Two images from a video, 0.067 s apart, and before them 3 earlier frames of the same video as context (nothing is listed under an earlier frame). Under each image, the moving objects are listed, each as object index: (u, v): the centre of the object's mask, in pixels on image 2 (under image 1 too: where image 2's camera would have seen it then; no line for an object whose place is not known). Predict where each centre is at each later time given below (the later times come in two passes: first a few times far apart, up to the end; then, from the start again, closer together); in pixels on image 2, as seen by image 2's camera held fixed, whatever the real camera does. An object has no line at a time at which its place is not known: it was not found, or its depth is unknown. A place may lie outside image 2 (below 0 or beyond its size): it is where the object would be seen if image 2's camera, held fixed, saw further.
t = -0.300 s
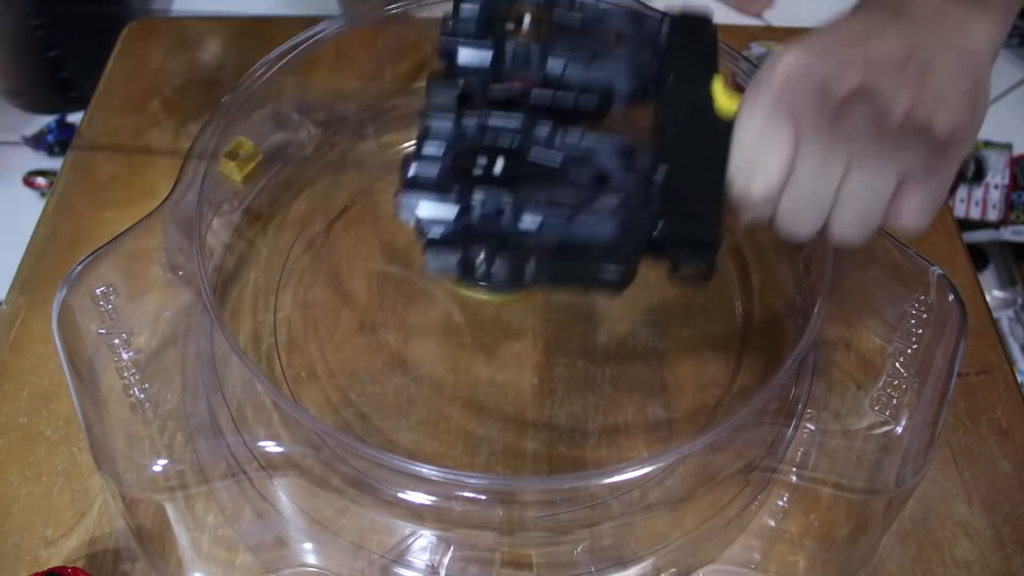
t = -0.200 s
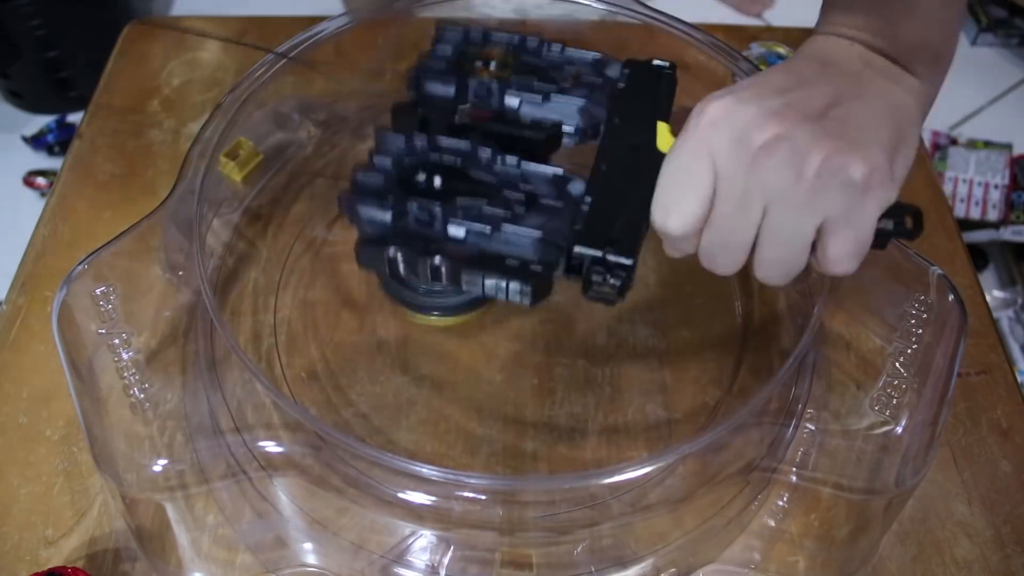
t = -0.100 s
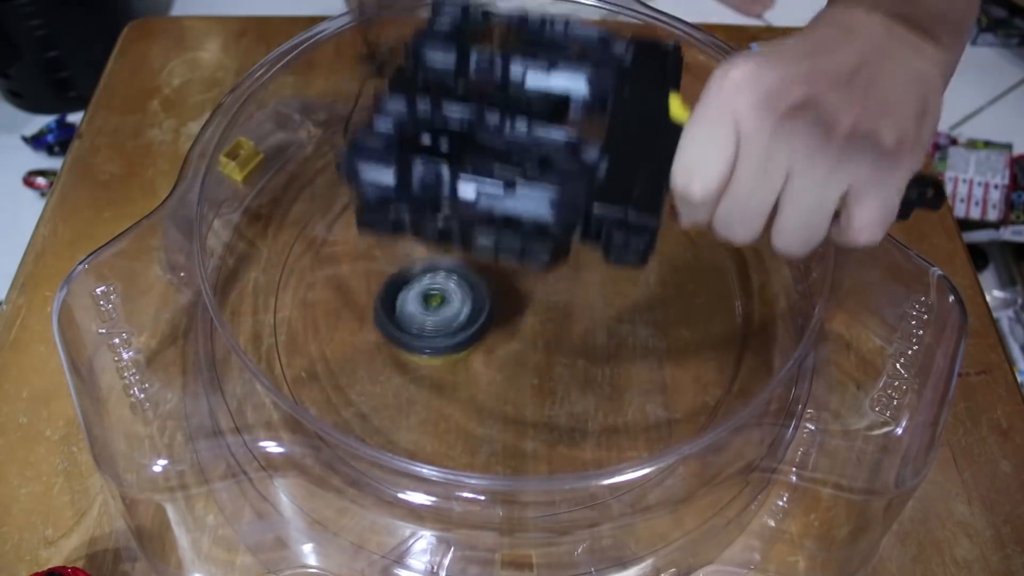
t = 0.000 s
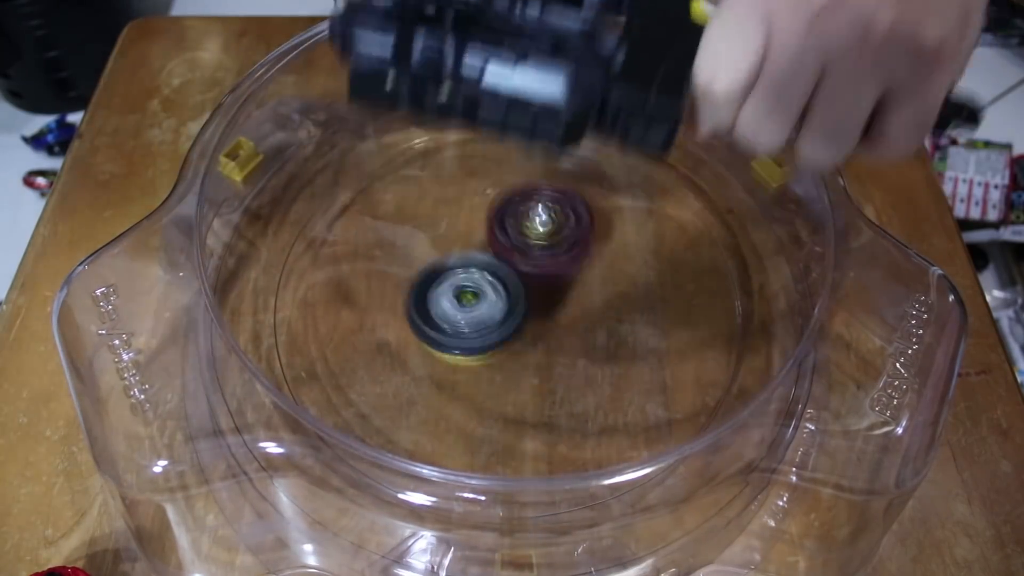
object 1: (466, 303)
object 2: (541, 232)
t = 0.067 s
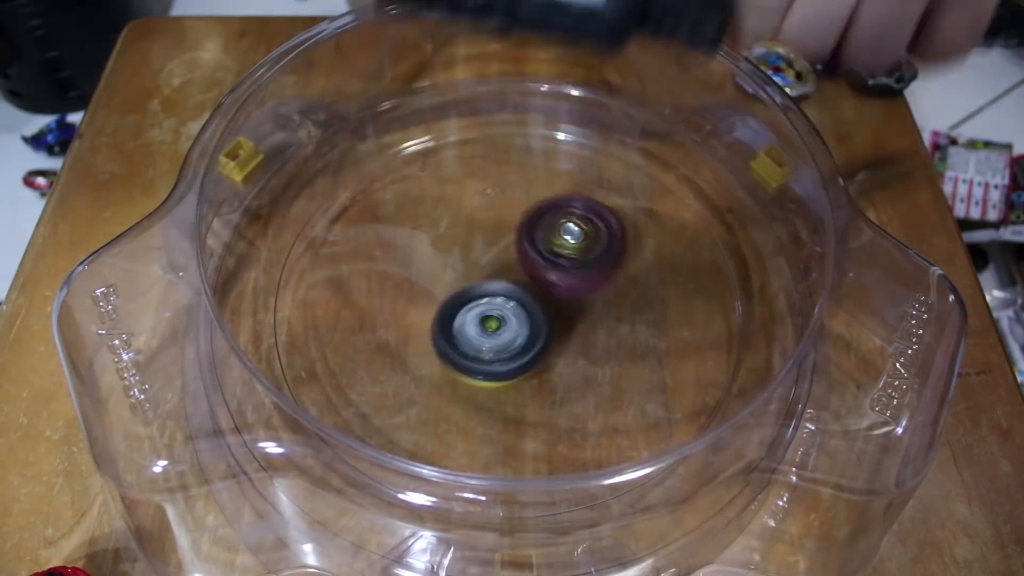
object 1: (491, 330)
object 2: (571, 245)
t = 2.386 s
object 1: (345, 187)
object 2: (566, 325)
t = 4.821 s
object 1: (597, 276)
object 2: (319, 189)
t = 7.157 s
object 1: (507, 257)
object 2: (567, 356)
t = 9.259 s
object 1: (499, 238)
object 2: (552, 326)
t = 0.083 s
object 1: (496, 327)
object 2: (579, 253)
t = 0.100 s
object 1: (502, 327)
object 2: (587, 264)
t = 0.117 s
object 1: (507, 331)
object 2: (593, 270)
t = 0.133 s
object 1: (512, 336)
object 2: (598, 270)
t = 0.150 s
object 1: (517, 337)
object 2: (604, 272)
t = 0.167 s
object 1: (506, 342)
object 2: (628, 269)
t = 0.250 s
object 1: (430, 377)
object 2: (737, 238)
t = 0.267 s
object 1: (420, 381)
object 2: (747, 235)
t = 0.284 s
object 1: (411, 387)
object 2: (756, 236)
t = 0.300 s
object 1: (405, 392)
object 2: (763, 241)
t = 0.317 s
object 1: (400, 398)
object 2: (769, 243)
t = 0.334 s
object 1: (398, 401)
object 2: (769, 245)
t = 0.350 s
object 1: (398, 406)
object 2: (768, 250)
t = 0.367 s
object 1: (399, 410)
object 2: (765, 259)
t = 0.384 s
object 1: (404, 413)
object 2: (762, 264)
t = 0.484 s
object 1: (468, 436)
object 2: (719, 322)
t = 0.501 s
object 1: (486, 438)
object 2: (708, 334)
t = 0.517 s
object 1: (506, 437)
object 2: (691, 346)
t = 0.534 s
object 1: (526, 436)
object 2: (677, 357)
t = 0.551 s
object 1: (549, 432)
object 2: (657, 369)
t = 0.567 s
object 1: (549, 434)
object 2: (652, 368)
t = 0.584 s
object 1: (545, 436)
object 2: (655, 357)
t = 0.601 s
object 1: (540, 440)
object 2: (657, 346)
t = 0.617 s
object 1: (537, 453)
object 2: (657, 336)
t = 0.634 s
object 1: (534, 456)
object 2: (655, 327)
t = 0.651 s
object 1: (532, 456)
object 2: (652, 318)
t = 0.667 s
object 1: (529, 444)
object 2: (648, 310)
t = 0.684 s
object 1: (528, 442)
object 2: (643, 302)
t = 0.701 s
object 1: (528, 440)
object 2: (638, 295)
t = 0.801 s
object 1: (534, 397)
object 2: (612, 255)
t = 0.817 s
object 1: (533, 385)
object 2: (609, 250)
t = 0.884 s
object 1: (519, 343)
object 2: (601, 228)
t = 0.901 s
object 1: (513, 332)
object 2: (600, 223)
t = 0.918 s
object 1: (505, 322)
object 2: (599, 219)
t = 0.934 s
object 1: (497, 311)
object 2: (599, 215)
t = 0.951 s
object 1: (488, 302)
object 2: (599, 212)
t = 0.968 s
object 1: (480, 294)
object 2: (600, 208)
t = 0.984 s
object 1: (470, 286)
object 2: (601, 205)
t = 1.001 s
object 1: (461, 277)
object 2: (603, 204)
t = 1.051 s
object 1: (432, 258)
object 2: (608, 201)
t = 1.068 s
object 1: (423, 254)
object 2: (611, 200)
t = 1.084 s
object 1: (413, 249)
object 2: (613, 201)
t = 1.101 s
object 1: (404, 245)
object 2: (616, 202)
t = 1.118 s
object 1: (395, 242)
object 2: (619, 203)
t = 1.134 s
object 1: (385, 239)
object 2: (623, 206)
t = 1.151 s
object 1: (377, 239)
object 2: (626, 209)
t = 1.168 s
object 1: (368, 238)
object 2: (629, 213)
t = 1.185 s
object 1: (359, 237)
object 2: (633, 217)
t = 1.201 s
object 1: (350, 238)
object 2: (636, 222)
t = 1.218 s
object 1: (342, 240)
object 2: (638, 227)
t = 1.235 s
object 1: (334, 242)
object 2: (640, 233)
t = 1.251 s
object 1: (326, 245)
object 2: (640, 240)
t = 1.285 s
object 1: (311, 254)
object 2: (639, 252)
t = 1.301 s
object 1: (304, 260)
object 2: (637, 259)
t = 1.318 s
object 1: (297, 265)
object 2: (634, 264)
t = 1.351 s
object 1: (285, 281)
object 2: (625, 276)
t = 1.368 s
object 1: (282, 288)
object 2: (618, 281)
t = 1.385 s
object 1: (283, 296)
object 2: (610, 285)
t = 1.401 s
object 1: (288, 308)
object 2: (601, 290)
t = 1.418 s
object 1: (295, 318)
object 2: (592, 293)
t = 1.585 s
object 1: (399, 405)
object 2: (472, 274)
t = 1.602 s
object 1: (418, 411)
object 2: (463, 270)
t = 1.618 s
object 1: (435, 413)
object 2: (455, 263)
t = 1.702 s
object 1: (524, 391)
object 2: (424, 222)
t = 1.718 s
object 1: (540, 377)
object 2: (420, 215)
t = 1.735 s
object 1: (553, 365)
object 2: (418, 206)
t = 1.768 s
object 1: (576, 332)
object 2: (418, 191)
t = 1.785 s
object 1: (585, 316)
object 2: (420, 184)
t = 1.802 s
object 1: (591, 298)
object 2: (422, 178)
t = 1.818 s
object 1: (597, 278)
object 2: (426, 171)
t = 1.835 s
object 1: (600, 260)
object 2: (431, 165)
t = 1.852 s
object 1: (599, 240)
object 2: (436, 161)
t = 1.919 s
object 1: (586, 164)
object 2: (469, 146)
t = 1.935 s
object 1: (580, 142)
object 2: (475, 145)
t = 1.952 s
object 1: (580, 126)
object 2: (474, 142)
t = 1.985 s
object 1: (578, 98)
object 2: (472, 141)
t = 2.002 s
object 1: (575, 88)
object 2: (472, 142)
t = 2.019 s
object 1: (571, 81)
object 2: (474, 144)
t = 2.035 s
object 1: (568, 77)
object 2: (477, 147)
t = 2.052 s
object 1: (562, 69)
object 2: (481, 150)
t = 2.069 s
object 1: (556, 63)
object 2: (486, 154)
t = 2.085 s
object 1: (548, 59)
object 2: (493, 159)
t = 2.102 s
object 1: (541, 55)
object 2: (501, 164)
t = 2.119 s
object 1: (533, 55)
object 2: (508, 170)
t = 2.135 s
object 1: (525, 57)
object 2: (516, 176)
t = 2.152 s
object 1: (516, 59)
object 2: (525, 184)
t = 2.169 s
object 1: (506, 65)
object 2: (534, 192)
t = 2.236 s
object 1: (461, 95)
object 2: (567, 225)
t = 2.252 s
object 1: (450, 100)
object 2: (572, 235)
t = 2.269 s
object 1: (438, 107)
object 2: (577, 245)
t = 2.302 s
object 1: (412, 127)
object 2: (582, 268)
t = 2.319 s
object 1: (399, 138)
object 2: (582, 280)
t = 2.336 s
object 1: (383, 149)
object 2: (581, 292)
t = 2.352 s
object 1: (369, 160)
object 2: (578, 303)
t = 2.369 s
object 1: (356, 172)
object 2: (573, 315)
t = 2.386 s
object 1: (345, 187)
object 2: (566, 325)
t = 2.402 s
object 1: (332, 203)
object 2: (557, 335)
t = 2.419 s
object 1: (322, 220)
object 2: (547, 345)
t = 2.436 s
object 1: (317, 237)
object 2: (535, 354)
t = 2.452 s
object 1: (314, 257)
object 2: (523, 360)
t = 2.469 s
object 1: (313, 277)
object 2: (510, 365)
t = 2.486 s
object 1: (316, 297)
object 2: (497, 368)
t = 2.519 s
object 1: (335, 337)
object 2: (468, 371)
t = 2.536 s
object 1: (337, 351)
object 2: (462, 373)
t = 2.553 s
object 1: (320, 359)
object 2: (477, 370)
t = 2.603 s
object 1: (272, 396)
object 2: (521, 369)
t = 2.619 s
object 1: (263, 408)
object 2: (533, 367)
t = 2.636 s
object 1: (257, 419)
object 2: (545, 364)
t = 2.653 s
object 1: (255, 428)
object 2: (556, 358)
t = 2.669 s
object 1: (255, 440)
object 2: (565, 353)
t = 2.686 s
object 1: (257, 450)
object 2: (573, 348)
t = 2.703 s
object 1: (259, 457)
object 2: (578, 342)
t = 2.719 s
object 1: (259, 463)
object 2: (583, 336)
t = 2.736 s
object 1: (259, 462)
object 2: (585, 330)
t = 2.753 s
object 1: (259, 458)
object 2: (586, 324)
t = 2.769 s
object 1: (258, 454)
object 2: (585, 319)
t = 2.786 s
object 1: (257, 448)
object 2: (583, 314)
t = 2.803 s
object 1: (258, 441)
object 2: (580, 310)
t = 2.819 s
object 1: (261, 433)
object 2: (576, 306)
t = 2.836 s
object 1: (267, 427)
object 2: (571, 302)
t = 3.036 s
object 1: (453, 376)
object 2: (501, 260)
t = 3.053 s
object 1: (470, 369)
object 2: (500, 256)
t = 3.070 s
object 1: (485, 362)
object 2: (499, 251)
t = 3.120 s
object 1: (521, 333)
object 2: (500, 238)
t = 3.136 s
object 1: (531, 322)
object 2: (502, 233)
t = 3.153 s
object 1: (543, 322)
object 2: (504, 222)
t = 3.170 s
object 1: (553, 322)
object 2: (504, 206)
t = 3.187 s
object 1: (564, 320)
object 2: (506, 190)
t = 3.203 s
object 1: (573, 314)
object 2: (508, 177)
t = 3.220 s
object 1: (581, 311)
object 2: (512, 166)
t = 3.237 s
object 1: (588, 304)
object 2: (517, 155)
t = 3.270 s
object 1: (598, 291)
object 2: (528, 137)
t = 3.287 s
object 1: (602, 282)
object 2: (535, 131)
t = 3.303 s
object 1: (606, 271)
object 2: (542, 128)
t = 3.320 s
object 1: (608, 260)
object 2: (549, 125)
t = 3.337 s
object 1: (608, 249)
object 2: (558, 124)
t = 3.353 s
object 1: (607, 238)
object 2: (566, 125)
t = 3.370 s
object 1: (604, 224)
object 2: (575, 127)
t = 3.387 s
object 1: (601, 217)
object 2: (582, 128)
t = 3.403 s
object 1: (600, 219)
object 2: (584, 123)
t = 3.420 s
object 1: (597, 221)
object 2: (585, 122)
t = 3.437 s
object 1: (594, 223)
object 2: (585, 124)
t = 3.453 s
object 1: (590, 224)
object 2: (584, 130)
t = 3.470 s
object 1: (585, 225)
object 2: (584, 135)
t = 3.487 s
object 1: (579, 229)
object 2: (587, 135)
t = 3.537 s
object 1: (558, 244)
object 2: (594, 143)
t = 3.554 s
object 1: (551, 249)
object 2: (596, 144)
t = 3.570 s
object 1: (545, 253)
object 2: (597, 149)
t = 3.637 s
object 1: (523, 271)
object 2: (602, 169)
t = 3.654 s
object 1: (518, 276)
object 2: (603, 177)
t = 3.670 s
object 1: (515, 281)
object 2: (604, 184)
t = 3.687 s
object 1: (513, 286)
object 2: (604, 192)
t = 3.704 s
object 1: (511, 293)
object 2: (604, 200)
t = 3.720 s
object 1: (509, 301)
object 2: (604, 206)
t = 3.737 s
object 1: (509, 310)
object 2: (602, 213)
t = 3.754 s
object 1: (509, 319)
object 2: (600, 220)
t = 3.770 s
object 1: (511, 328)
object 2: (597, 226)
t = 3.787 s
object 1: (514, 337)
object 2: (593, 232)
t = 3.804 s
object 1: (518, 345)
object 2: (588, 238)
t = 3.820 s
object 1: (524, 354)
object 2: (582, 243)
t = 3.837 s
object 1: (531, 361)
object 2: (576, 247)
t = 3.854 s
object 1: (539, 368)
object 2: (569, 251)
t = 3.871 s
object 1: (548, 374)
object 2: (561, 255)
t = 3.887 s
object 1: (559, 377)
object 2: (553, 258)
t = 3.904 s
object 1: (569, 380)
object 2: (545, 260)
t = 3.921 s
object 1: (581, 381)
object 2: (537, 261)
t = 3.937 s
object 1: (592, 380)
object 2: (529, 262)
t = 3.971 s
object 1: (616, 374)
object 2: (511, 263)
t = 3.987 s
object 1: (627, 369)
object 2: (501, 262)
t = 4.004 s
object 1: (636, 363)
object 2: (492, 260)
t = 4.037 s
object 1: (652, 348)
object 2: (475, 256)
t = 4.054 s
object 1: (658, 338)
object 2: (467, 253)
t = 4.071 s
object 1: (662, 327)
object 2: (459, 249)
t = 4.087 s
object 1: (665, 315)
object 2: (452, 245)
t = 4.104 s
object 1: (666, 304)
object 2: (446, 240)
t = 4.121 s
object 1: (664, 291)
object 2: (440, 236)
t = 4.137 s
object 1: (660, 279)
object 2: (435, 231)
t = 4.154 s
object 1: (654, 266)
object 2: (430, 226)
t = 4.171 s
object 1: (646, 255)
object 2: (425, 221)
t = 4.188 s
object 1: (636, 244)
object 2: (421, 216)
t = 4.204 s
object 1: (625, 234)
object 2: (418, 211)
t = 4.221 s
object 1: (612, 225)
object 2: (416, 205)
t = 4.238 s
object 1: (598, 216)
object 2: (416, 201)
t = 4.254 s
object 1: (583, 210)
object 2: (418, 198)
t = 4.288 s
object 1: (550, 201)
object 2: (423, 193)
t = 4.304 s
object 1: (532, 199)
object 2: (425, 191)
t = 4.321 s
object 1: (535, 201)
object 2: (412, 187)
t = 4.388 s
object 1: (570, 217)
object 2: (340, 160)
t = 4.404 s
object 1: (575, 221)
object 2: (332, 159)
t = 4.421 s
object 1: (580, 225)
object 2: (325, 160)
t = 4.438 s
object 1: (584, 228)
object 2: (316, 165)
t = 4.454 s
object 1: (588, 232)
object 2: (310, 168)
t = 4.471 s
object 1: (590, 236)
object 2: (306, 165)
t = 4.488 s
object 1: (591, 240)
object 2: (302, 164)
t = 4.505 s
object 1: (591, 243)
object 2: (300, 167)
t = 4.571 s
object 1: (592, 253)
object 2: (294, 170)
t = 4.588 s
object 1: (592, 255)
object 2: (293, 170)
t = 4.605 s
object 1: (591, 257)
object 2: (294, 171)
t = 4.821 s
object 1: (597, 276)
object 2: (319, 189)
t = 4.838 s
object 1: (597, 277)
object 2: (325, 192)
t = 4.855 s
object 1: (596, 278)
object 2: (333, 197)
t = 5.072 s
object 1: (581, 292)
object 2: (468, 252)
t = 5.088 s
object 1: (581, 295)
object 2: (475, 259)
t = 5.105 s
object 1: (588, 300)
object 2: (475, 262)
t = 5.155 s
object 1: (607, 315)
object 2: (472, 278)
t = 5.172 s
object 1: (612, 318)
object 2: (471, 285)
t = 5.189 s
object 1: (617, 320)
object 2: (471, 291)
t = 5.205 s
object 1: (622, 321)
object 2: (472, 297)
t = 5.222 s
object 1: (626, 322)
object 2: (472, 304)
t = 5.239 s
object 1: (629, 322)
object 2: (473, 311)
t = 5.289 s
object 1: (635, 316)
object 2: (472, 331)
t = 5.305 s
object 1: (636, 313)
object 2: (471, 337)
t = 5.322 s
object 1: (637, 310)
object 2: (470, 343)
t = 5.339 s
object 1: (637, 307)
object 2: (469, 347)
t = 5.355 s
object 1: (637, 305)
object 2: (468, 353)
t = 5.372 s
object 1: (635, 303)
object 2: (466, 358)
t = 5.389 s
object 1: (633, 302)
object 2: (464, 363)
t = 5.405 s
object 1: (629, 300)
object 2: (463, 367)
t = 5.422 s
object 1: (624, 300)
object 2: (461, 371)
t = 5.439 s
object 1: (619, 300)
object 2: (459, 375)
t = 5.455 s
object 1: (612, 300)
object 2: (457, 379)
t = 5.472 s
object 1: (605, 299)
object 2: (455, 382)
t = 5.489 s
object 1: (597, 300)
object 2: (452, 385)
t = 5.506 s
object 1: (588, 300)
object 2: (449, 387)
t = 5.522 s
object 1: (580, 303)
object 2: (447, 389)
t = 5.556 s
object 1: (564, 308)
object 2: (440, 391)
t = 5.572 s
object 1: (557, 311)
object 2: (437, 392)
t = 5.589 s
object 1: (549, 315)
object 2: (434, 392)
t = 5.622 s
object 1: (536, 325)
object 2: (427, 392)
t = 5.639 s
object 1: (531, 330)
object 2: (424, 390)
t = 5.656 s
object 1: (527, 336)
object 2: (421, 389)
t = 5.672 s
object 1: (527, 342)
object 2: (416, 387)
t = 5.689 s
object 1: (531, 344)
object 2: (406, 386)
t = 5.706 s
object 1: (536, 347)
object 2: (399, 385)
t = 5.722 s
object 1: (540, 349)
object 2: (394, 385)
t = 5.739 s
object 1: (544, 350)
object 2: (392, 383)
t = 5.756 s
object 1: (550, 352)
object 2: (391, 381)
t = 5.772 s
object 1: (555, 352)
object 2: (392, 378)
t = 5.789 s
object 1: (560, 352)
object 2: (394, 375)
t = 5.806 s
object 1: (564, 351)
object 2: (396, 374)
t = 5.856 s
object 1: (571, 345)
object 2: (405, 368)
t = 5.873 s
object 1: (572, 342)
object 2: (408, 365)
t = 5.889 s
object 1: (571, 340)
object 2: (413, 362)
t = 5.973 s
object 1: (560, 325)
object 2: (438, 349)
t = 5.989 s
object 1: (559, 322)
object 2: (442, 348)
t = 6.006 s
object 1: (561, 317)
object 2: (442, 348)
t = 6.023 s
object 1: (563, 311)
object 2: (442, 347)
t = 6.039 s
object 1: (564, 307)
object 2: (443, 347)
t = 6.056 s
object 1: (564, 303)
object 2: (444, 347)
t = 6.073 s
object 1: (562, 299)
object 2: (447, 346)
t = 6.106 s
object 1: (557, 293)
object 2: (452, 345)
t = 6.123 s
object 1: (553, 291)
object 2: (454, 345)
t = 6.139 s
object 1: (552, 286)
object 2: (453, 346)
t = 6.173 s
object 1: (549, 277)
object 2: (454, 346)
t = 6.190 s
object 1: (546, 273)
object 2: (455, 345)
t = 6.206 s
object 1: (542, 270)
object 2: (457, 345)
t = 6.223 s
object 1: (539, 267)
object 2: (459, 344)
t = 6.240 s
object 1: (535, 264)
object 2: (462, 343)
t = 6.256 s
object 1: (532, 261)
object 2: (463, 343)
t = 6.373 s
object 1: (518, 250)
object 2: (476, 343)
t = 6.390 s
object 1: (515, 249)
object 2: (478, 342)
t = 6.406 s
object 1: (513, 248)
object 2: (480, 344)
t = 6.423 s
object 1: (511, 245)
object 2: (482, 346)
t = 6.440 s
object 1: (510, 243)
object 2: (484, 348)
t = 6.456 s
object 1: (508, 242)
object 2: (485, 350)
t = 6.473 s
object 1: (506, 241)
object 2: (488, 350)
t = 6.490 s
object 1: (504, 240)
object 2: (490, 351)
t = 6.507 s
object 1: (502, 240)
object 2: (493, 351)
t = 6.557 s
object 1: (497, 242)
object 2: (500, 352)
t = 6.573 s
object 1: (495, 242)
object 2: (502, 352)
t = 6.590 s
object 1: (494, 245)
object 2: (505, 352)
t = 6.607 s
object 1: (493, 246)
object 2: (506, 352)
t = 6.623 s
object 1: (492, 247)
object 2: (508, 351)
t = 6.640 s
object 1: (491, 249)
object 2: (511, 351)
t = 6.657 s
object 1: (490, 251)
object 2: (513, 351)
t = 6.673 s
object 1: (490, 252)
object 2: (515, 350)
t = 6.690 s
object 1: (489, 252)
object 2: (518, 352)
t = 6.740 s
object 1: (487, 248)
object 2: (526, 357)
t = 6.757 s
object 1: (487, 249)
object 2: (529, 358)
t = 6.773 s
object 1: (487, 248)
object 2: (532, 359)
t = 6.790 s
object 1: (487, 248)
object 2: (534, 359)
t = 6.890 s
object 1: (488, 250)
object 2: (548, 361)
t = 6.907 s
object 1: (489, 250)
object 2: (550, 361)
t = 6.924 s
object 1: (490, 251)
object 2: (552, 362)
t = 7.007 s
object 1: (493, 255)
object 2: (560, 362)
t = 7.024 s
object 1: (494, 255)
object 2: (561, 362)
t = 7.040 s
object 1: (495, 256)
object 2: (562, 361)
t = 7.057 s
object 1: (496, 256)
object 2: (563, 361)
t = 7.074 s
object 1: (498, 257)
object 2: (564, 360)
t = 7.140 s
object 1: (505, 257)
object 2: (567, 357)
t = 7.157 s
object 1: (507, 257)
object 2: (567, 356)
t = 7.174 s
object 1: (509, 257)
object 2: (568, 354)
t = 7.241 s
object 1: (517, 257)
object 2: (569, 348)
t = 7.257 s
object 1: (518, 257)
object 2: (570, 347)
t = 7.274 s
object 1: (520, 256)
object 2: (571, 347)
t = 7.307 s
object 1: (522, 253)
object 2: (571, 345)
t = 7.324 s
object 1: (523, 252)
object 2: (572, 344)
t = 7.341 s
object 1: (523, 251)
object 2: (572, 343)
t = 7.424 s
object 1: (526, 246)
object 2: (572, 338)
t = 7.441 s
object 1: (527, 246)
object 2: (571, 337)
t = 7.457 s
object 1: (527, 245)
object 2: (571, 337)
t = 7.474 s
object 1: (526, 243)
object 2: (572, 337)
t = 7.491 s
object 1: (526, 242)
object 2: (572, 337)
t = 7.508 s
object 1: (526, 240)
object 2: (572, 336)
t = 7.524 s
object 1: (525, 239)
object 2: (571, 336)
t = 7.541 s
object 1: (524, 238)
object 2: (570, 335)
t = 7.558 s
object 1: (524, 239)
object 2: (570, 335)
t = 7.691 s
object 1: (514, 240)
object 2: (565, 329)
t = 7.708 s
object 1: (513, 240)
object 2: (564, 328)
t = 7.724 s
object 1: (512, 239)
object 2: (563, 330)
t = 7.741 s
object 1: (511, 238)
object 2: (561, 331)
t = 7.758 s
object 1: (511, 238)
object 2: (559, 333)
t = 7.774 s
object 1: (510, 238)
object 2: (558, 333)
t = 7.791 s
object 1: (509, 238)
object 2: (556, 333)
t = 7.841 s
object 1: (507, 239)
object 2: (550, 332)
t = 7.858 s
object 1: (506, 240)
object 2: (548, 332)
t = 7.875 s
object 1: (505, 240)
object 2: (548, 333)
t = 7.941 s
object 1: (498, 237)
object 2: (547, 341)
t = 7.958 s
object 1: (496, 237)
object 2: (546, 342)
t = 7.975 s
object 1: (495, 238)
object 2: (545, 342)
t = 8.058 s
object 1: (492, 244)
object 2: (541, 338)
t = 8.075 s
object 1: (492, 245)
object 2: (539, 337)
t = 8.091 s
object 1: (491, 246)
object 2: (540, 337)
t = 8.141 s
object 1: (489, 248)
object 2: (540, 338)
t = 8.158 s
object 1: (489, 249)
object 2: (540, 339)
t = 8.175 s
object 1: (488, 250)
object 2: (541, 341)
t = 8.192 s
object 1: (488, 250)
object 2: (541, 342)
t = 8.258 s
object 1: (488, 253)
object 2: (540, 344)
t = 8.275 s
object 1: (488, 254)
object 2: (540, 344)
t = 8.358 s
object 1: (490, 255)
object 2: (539, 347)
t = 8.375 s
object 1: (490, 256)
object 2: (539, 347)
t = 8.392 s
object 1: (491, 256)
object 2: (539, 347)
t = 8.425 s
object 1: (492, 255)
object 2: (539, 348)
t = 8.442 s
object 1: (493, 255)
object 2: (539, 349)
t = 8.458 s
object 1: (493, 255)
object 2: (540, 349)
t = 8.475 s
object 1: (494, 255)
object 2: (540, 349)
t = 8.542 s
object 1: (497, 254)
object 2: (540, 348)
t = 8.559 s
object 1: (498, 254)
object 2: (540, 348)
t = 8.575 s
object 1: (498, 252)
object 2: (541, 350)
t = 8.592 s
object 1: (499, 250)
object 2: (542, 351)
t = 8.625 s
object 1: (498, 248)
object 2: (544, 353)
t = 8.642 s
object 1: (498, 248)
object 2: (545, 353)
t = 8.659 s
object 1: (498, 247)
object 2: (545, 352)
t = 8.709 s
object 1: (498, 245)
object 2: (545, 351)
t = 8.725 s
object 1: (498, 245)
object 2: (544, 350)
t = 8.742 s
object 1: (498, 245)
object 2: (544, 348)
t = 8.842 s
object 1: (499, 245)
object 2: (543, 339)
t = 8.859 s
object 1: (499, 245)
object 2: (543, 338)
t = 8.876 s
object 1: (500, 244)
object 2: (543, 338)
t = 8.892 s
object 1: (500, 244)
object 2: (543, 337)
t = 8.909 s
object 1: (500, 243)
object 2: (544, 337)
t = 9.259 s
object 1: (499, 238)
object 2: (552, 326)
